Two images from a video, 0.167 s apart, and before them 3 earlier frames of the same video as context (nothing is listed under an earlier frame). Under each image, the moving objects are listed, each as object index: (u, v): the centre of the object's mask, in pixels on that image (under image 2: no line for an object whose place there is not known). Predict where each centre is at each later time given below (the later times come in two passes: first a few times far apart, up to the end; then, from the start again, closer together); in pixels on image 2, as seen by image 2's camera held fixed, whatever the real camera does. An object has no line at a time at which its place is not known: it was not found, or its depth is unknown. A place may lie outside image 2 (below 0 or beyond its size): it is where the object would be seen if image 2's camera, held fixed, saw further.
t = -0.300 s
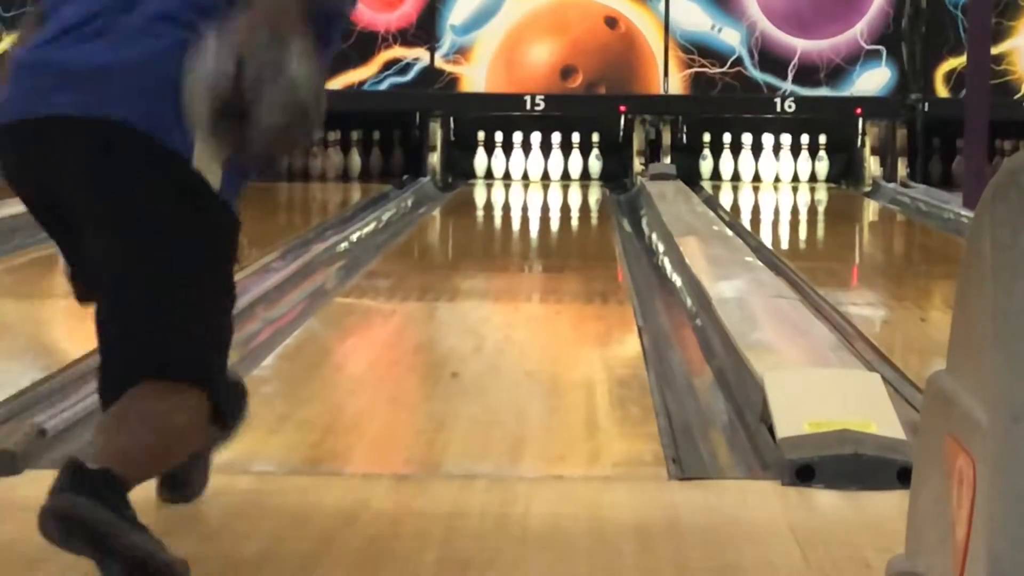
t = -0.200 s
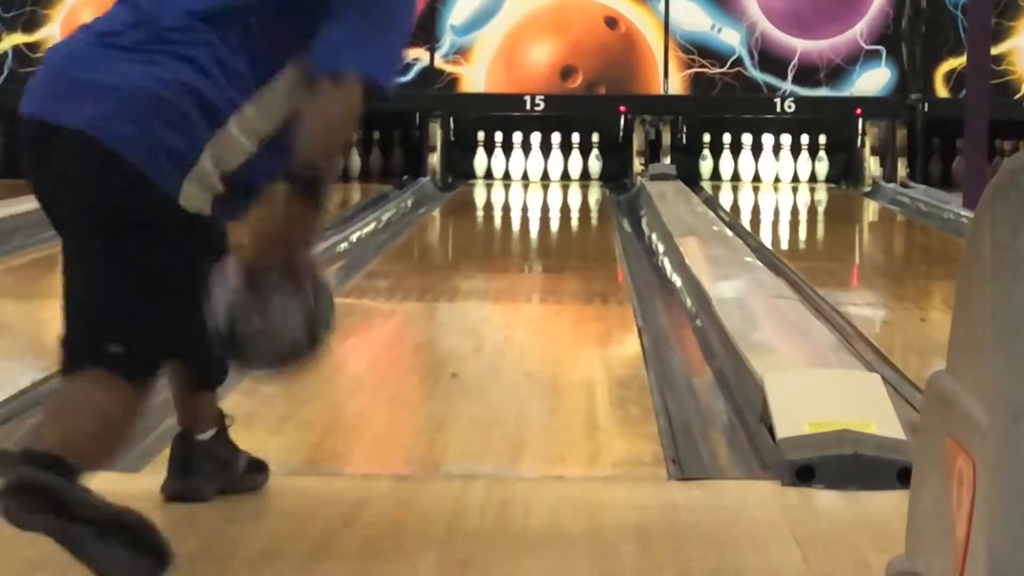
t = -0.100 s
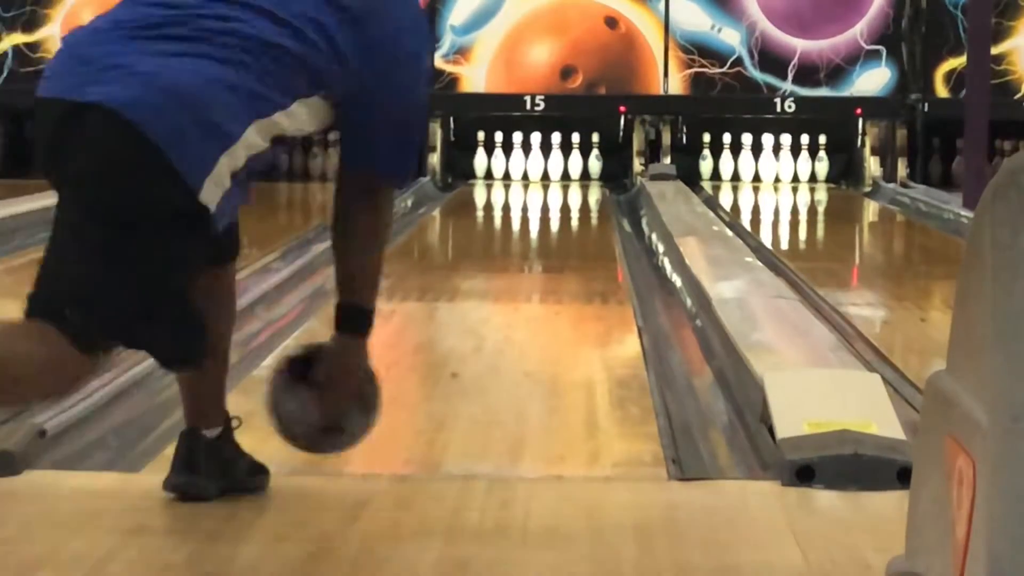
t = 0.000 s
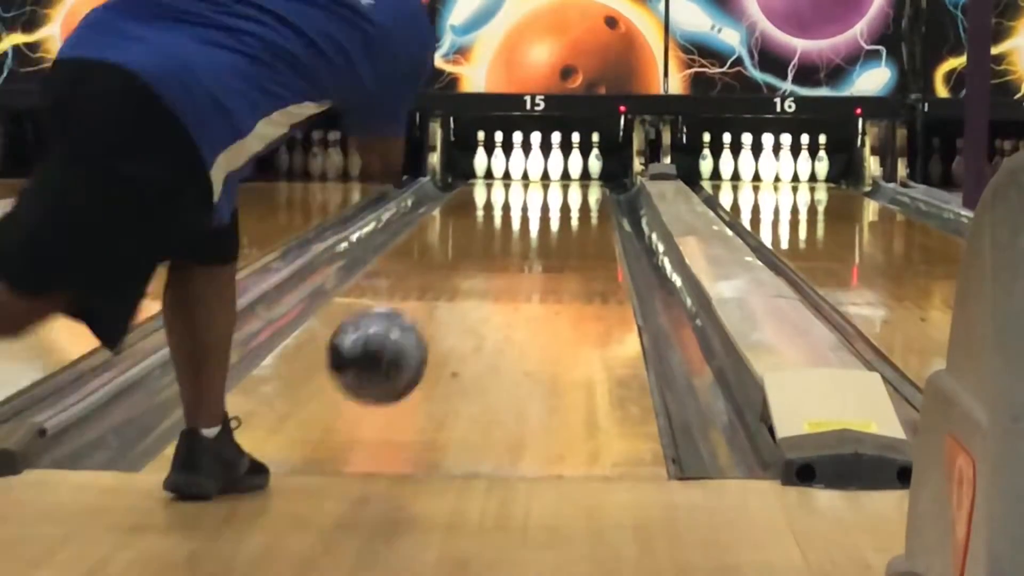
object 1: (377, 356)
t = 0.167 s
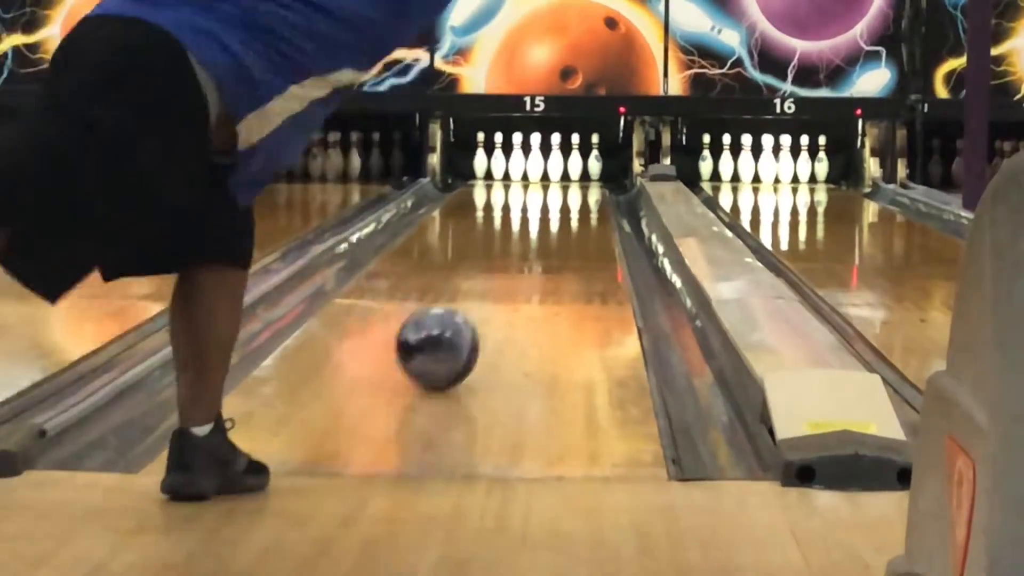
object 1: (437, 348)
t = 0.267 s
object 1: (464, 319)
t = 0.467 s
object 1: (506, 285)
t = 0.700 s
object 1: (537, 255)
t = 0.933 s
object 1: (558, 234)
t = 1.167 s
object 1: (572, 217)
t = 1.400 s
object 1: (579, 204)
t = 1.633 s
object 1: (582, 194)
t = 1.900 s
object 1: (577, 182)
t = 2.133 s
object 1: (564, 176)
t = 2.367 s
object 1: (551, 170)
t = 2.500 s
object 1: (555, 168)
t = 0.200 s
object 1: (446, 336)
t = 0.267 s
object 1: (464, 319)
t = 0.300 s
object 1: (473, 315)
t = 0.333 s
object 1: (480, 308)
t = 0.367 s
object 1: (487, 301)
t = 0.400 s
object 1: (494, 296)
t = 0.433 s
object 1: (500, 288)
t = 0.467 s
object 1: (506, 285)
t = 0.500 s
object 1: (511, 279)
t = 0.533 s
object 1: (516, 274)
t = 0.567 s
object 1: (521, 271)
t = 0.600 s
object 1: (527, 266)
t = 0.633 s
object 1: (530, 262)
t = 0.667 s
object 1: (535, 259)
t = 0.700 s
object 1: (537, 255)
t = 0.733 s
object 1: (541, 254)
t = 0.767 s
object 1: (548, 248)
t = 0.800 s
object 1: (548, 246)
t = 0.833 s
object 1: (551, 243)
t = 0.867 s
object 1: (552, 240)
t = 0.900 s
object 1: (556, 237)
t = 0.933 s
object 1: (558, 234)
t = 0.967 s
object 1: (561, 232)
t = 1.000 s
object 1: (564, 228)
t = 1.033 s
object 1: (565, 227)
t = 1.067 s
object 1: (568, 224)
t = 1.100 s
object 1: (569, 221)
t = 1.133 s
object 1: (571, 219)
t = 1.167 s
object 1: (572, 217)
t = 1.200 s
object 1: (574, 215)
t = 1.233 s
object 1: (576, 214)
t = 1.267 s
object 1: (576, 211)
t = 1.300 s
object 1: (577, 209)
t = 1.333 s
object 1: (579, 208)
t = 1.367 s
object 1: (580, 205)
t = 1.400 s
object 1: (579, 204)
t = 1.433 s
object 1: (580, 202)
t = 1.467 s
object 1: (580, 200)
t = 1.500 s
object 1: (580, 200)
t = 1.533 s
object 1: (580, 199)
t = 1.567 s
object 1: (580, 198)
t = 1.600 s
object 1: (582, 195)
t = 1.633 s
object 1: (582, 194)
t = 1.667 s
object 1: (582, 192)
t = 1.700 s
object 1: (582, 191)
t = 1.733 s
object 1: (581, 189)
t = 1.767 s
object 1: (581, 188)
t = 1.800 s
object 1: (580, 186)
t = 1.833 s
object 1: (579, 186)
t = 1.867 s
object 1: (577, 184)
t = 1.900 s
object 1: (577, 182)
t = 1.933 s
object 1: (576, 182)
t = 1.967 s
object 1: (574, 181)
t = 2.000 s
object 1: (573, 180)
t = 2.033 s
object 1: (571, 179)
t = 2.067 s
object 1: (568, 178)
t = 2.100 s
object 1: (566, 177)
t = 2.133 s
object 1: (564, 176)
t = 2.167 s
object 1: (561, 175)
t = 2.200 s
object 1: (558, 174)
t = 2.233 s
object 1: (555, 172)
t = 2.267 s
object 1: (553, 172)
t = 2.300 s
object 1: (550, 171)
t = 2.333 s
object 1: (550, 171)
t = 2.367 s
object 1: (551, 170)
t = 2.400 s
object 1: (551, 168)
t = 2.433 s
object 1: (554, 166)
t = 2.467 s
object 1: (554, 167)
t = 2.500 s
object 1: (555, 168)
